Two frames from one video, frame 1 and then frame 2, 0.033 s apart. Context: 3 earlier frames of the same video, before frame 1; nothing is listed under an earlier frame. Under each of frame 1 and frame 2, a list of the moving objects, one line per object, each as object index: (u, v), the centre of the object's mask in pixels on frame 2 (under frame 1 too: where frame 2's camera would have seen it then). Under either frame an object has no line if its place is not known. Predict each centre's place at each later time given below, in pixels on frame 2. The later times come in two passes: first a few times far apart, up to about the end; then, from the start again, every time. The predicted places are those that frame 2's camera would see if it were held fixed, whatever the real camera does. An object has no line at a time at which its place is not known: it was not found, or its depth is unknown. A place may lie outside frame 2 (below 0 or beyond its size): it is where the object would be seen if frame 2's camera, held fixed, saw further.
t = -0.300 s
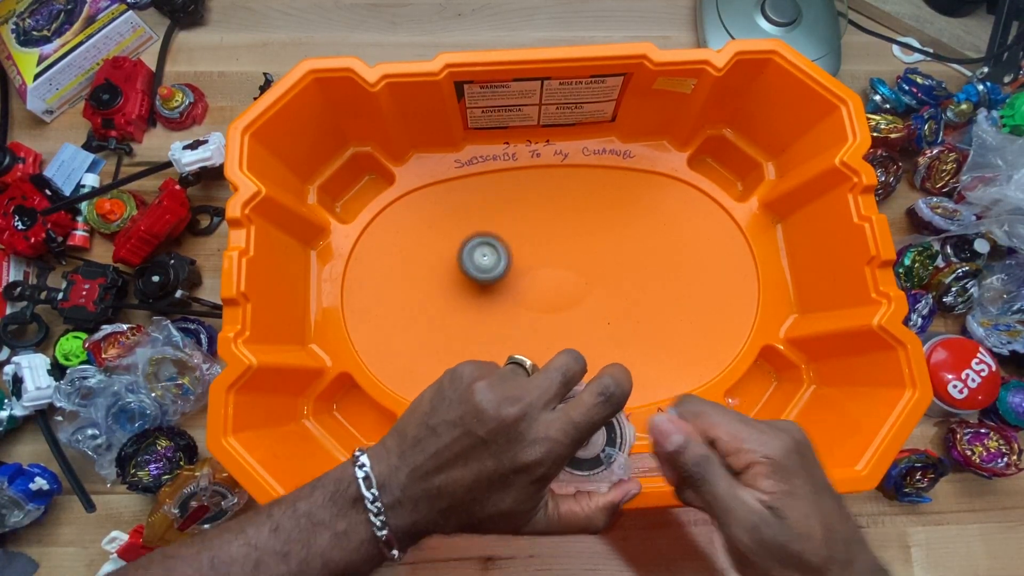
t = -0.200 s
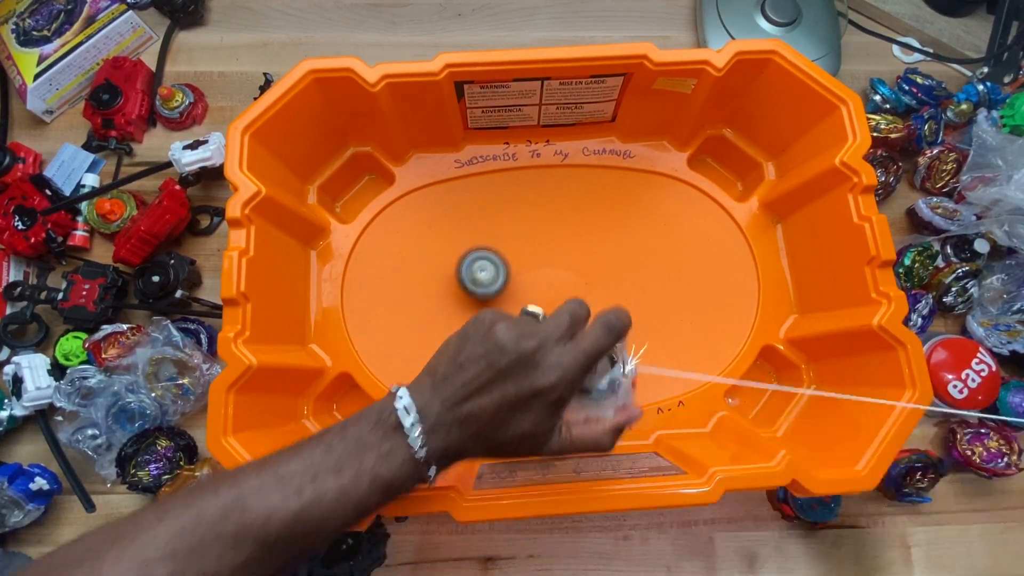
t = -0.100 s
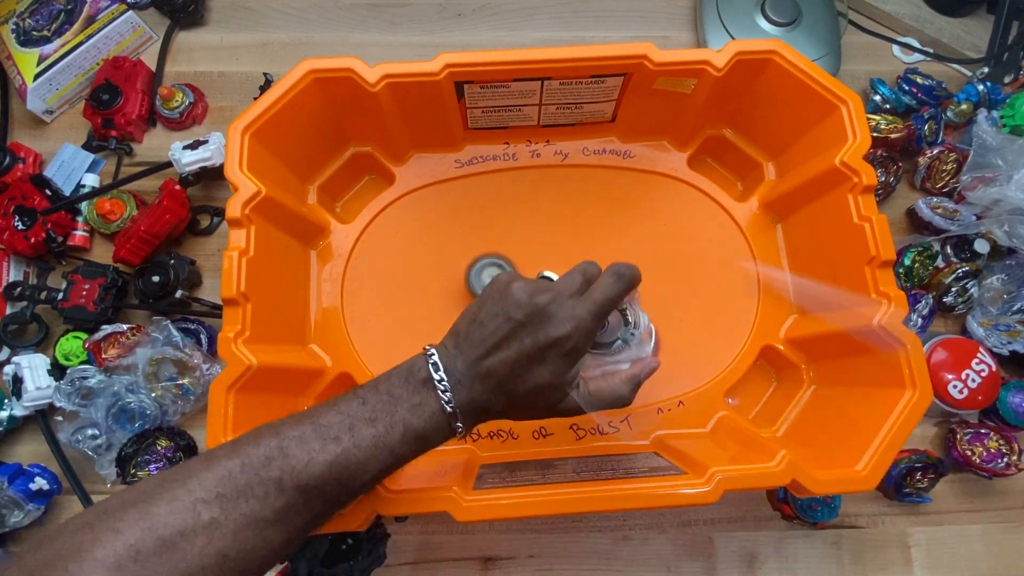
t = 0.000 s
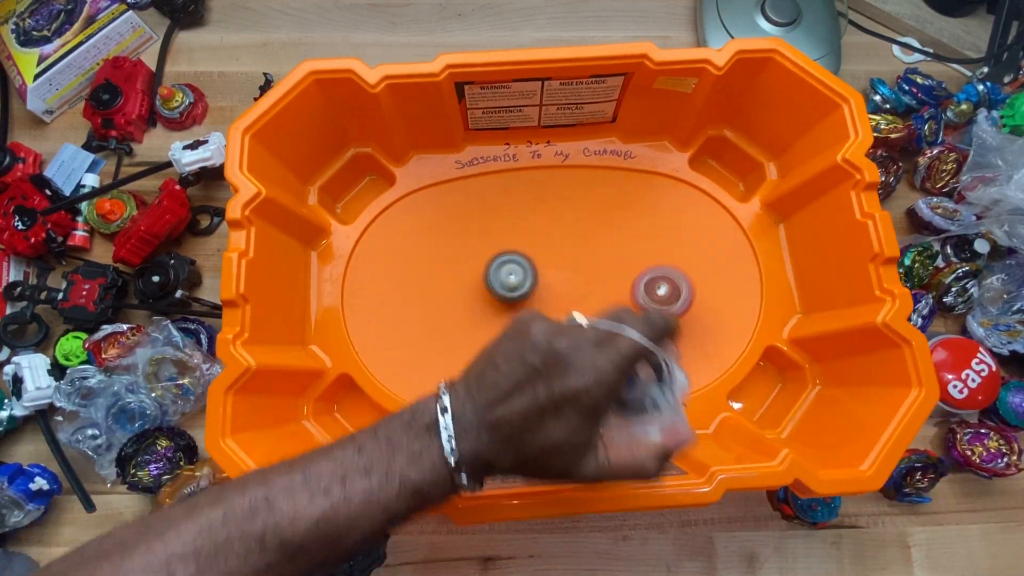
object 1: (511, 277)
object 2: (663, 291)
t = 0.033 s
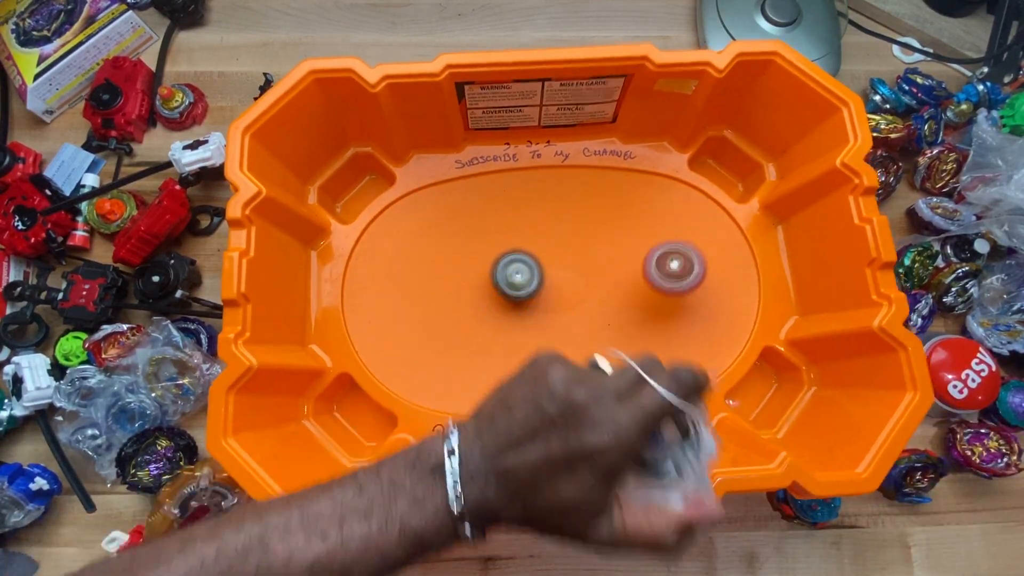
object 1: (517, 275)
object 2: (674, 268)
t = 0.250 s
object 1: (556, 249)
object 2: (710, 155)
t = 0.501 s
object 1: (568, 230)
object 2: (753, 162)
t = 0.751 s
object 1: (558, 237)
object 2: (742, 161)
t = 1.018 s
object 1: (578, 257)
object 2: (741, 156)
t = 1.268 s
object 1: (618, 258)
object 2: (727, 148)
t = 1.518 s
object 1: (621, 241)
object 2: (721, 144)
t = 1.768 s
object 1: (591, 249)
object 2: (718, 140)
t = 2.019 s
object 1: (592, 299)
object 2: (727, 143)
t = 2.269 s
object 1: (638, 302)
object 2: (738, 150)
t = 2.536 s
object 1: (627, 242)
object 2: (731, 145)
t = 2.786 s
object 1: (535, 247)
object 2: (719, 137)
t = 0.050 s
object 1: (520, 274)
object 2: (679, 256)
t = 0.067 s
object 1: (524, 273)
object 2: (682, 246)
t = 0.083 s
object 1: (527, 272)
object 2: (684, 237)
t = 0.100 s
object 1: (531, 271)
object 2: (686, 229)
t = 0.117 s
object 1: (534, 268)
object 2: (689, 219)
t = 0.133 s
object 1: (537, 267)
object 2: (695, 207)
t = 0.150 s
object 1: (540, 264)
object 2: (699, 196)
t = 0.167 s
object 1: (543, 262)
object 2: (701, 187)
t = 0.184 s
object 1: (546, 259)
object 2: (703, 178)
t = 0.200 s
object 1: (549, 257)
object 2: (703, 171)
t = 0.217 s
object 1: (551, 254)
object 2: (702, 166)
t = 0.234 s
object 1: (554, 252)
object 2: (704, 158)
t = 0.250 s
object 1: (556, 249)
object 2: (710, 155)
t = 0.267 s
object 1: (558, 247)
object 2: (715, 155)
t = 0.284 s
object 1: (560, 245)
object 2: (719, 156)
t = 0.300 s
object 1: (562, 243)
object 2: (723, 159)
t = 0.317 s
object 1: (563, 240)
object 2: (725, 163)
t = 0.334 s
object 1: (565, 239)
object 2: (730, 165)
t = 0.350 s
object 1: (566, 237)
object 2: (737, 163)
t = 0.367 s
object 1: (567, 235)
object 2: (743, 160)
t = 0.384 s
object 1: (568, 234)
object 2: (746, 164)
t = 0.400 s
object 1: (568, 233)
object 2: (751, 166)
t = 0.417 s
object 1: (569, 233)
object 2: (754, 169)
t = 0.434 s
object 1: (569, 232)
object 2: (752, 170)
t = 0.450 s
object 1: (569, 231)
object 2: (747, 173)
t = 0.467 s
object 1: (569, 230)
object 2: (748, 171)
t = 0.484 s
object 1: (569, 230)
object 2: (751, 166)
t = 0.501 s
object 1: (568, 230)
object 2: (753, 162)
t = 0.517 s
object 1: (569, 230)
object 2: (753, 160)
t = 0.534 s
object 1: (567, 230)
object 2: (753, 158)
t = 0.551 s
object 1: (567, 230)
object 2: (750, 159)
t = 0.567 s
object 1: (566, 230)
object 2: (746, 163)
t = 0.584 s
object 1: (566, 230)
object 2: (750, 158)
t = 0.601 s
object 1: (564, 231)
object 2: (752, 157)
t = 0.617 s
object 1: (564, 231)
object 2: (752, 157)
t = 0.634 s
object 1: (563, 232)
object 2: (751, 159)
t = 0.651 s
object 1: (562, 233)
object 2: (748, 162)
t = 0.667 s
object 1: (561, 233)
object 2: (747, 162)
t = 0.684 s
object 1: (561, 234)
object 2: (748, 162)
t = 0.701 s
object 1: (560, 235)
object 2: (748, 161)
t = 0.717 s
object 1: (559, 235)
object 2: (747, 161)
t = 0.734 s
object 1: (559, 236)
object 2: (744, 163)
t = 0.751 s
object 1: (558, 237)
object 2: (742, 161)
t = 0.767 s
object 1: (558, 238)
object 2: (741, 159)
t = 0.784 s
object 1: (558, 239)
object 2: (739, 158)
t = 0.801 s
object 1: (558, 240)
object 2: (737, 156)
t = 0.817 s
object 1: (558, 242)
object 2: (735, 155)
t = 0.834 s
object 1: (559, 243)
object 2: (733, 153)
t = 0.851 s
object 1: (560, 245)
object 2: (731, 150)
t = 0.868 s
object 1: (561, 245)
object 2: (728, 149)
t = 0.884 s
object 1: (562, 247)
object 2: (730, 148)
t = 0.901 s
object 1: (564, 248)
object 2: (733, 149)
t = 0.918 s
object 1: (565, 249)
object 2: (733, 152)
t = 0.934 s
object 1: (567, 251)
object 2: (736, 152)
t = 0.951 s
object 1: (569, 252)
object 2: (737, 152)
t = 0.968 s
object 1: (571, 254)
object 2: (739, 154)
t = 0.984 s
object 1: (573, 255)
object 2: (739, 156)
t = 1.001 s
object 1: (575, 256)
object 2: (742, 156)
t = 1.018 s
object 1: (578, 257)
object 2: (741, 156)
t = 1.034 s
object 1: (581, 258)
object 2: (739, 156)
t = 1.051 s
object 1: (584, 258)
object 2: (739, 156)
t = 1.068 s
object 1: (588, 259)
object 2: (738, 155)
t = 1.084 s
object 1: (591, 259)
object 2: (737, 154)
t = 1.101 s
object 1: (594, 259)
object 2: (736, 154)
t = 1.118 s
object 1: (597, 260)
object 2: (735, 154)
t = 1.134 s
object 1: (600, 260)
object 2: (734, 153)
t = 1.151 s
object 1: (603, 260)
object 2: (734, 152)
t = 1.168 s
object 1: (605, 260)
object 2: (734, 151)
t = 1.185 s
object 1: (608, 260)
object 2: (733, 151)
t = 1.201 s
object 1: (610, 260)
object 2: (731, 151)
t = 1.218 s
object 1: (612, 259)
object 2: (730, 150)
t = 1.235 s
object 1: (614, 259)
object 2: (730, 148)
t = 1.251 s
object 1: (616, 259)
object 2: (728, 148)
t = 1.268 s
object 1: (618, 258)
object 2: (727, 148)
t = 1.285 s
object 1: (619, 257)
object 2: (724, 147)
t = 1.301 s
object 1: (621, 256)
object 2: (722, 146)
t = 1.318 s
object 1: (622, 255)
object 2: (721, 144)
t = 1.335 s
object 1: (622, 254)
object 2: (722, 143)
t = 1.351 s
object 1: (624, 253)
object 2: (722, 144)
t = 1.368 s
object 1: (624, 252)
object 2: (722, 146)
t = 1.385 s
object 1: (625, 250)
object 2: (722, 145)
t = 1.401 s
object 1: (625, 249)
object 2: (722, 144)
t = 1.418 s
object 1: (624, 248)
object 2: (721, 144)
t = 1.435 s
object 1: (624, 247)
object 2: (720, 144)
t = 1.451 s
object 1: (624, 246)
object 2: (720, 143)
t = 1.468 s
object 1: (623, 244)
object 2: (720, 143)
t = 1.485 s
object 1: (623, 243)
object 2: (720, 144)
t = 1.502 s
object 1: (622, 242)
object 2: (721, 144)
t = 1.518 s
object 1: (621, 241)
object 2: (721, 144)
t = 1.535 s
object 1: (619, 240)
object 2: (721, 144)
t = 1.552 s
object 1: (618, 239)
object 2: (722, 143)
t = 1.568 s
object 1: (617, 238)
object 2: (721, 143)
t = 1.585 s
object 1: (615, 238)
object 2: (721, 143)
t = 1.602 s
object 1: (613, 237)
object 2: (720, 143)
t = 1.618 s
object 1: (611, 237)
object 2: (719, 142)
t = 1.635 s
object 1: (609, 237)
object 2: (719, 142)
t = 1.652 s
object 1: (607, 237)
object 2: (719, 142)
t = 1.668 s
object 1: (604, 238)
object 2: (719, 141)
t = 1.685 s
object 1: (602, 239)
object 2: (719, 141)
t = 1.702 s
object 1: (600, 239)
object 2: (718, 140)
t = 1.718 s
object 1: (597, 242)
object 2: (718, 140)
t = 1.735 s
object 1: (595, 244)
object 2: (718, 141)
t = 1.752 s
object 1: (593, 246)
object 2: (718, 140)
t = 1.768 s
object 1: (591, 249)
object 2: (718, 140)
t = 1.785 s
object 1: (588, 251)
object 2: (718, 140)
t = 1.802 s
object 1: (587, 255)
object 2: (719, 140)
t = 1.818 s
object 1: (585, 259)
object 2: (721, 139)
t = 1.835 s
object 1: (583, 261)
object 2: (721, 139)
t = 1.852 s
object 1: (582, 265)
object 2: (721, 139)
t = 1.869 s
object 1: (582, 269)
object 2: (721, 140)
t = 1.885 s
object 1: (582, 272)
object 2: (719, 140)
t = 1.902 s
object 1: (582, 275)
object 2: (719, 138)
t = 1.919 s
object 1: (583, 279)
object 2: (718, 138)
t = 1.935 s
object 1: (584, 282)
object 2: (718, 138)
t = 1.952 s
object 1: (585, 286)
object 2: (720, 139)
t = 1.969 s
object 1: (586, 290)
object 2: (722, 139)
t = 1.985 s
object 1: (588, 292)
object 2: (725, 139)
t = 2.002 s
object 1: (590, 296)
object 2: (726, 142)
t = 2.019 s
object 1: (592, 299)
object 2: (727, 143)
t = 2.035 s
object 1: (595, 301)
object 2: (729, 142)
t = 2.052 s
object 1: (598, 303)
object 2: (730, 143)
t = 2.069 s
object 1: (600, 306)
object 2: (730, 145)
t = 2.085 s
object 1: (603, 307)
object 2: (731, 145)
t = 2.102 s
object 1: (606, 308)
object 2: (732, 145)
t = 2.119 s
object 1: (610, 309)
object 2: (733, 146)
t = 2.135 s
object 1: (613, 310)
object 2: (733, 147)
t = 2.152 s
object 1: (616, 310)
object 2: (734, 147)
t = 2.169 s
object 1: (620, 310)
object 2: (735, 148)
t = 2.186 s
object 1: (623, 310)
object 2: (736, 150)
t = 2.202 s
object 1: (626, 308)
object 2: (738, 150)
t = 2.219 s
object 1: (629, 307)
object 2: (738, 151)
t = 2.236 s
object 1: (632, 306)
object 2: (738, 151)
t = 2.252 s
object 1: (635, 304)
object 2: (738, 150)
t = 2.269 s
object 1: (638, 302)
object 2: (738, 150)
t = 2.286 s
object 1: (640, 299)
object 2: (737, 150)
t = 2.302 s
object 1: (642, 297)
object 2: (736, 150)
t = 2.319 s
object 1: (644, 293)
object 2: (737, 150)
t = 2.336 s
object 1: (646, 290)
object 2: (736, 151)
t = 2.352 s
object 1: (647, 287)
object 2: (737, 151)
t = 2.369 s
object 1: (648, 283)
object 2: (737, 151)
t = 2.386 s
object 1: (648, 279)
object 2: (739, 152)
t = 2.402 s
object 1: (648, 275)
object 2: (740, 153)
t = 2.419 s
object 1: (647, 271)
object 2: (740, 152)
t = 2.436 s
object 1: (646, 265)
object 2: (739, 153)
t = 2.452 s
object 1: (644, 261)
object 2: (738, 152)
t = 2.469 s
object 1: (642, 257)
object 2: (737, 150)
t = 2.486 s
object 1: (638, 253)
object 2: (735, 150)
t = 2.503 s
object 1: (635, 249)
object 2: (733, 148)
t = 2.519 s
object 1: (631, 246)
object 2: (732, 146)
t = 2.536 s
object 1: (627, 242)
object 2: (731, 145)
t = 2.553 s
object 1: (622, 239)
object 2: (729, 145)
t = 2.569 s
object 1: (617, 236)
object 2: (727, 143)
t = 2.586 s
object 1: (611, 234)
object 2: (725, 142)
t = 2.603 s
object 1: (605, 233)
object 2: (723, 140)
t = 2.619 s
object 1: (599, 231)
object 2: (720, 139)
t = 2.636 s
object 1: (592, 231)
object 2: (718, 138)
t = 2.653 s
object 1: (586, 231)
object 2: (717, 136)
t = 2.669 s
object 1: (579, 231)
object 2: (716, 137)
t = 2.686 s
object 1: (573, 231)
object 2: (717, 137)
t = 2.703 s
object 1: (566, 233)
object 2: (718, 136)
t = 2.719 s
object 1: (560, 236)
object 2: (720, 136)
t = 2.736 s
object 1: (553, 238)
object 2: (721, 136)
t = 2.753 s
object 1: (547, 240)
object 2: (720, 136)
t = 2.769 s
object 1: (541, 243)
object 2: (720, 137)
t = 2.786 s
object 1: (535, 247)
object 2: (719, 137)
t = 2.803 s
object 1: (529, 251)
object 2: (720, 135)
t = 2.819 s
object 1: (524, 254)
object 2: (720, 136)
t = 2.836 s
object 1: (519, 259)
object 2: (718, 136)
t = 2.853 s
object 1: (515, 264)
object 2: (718, 133)
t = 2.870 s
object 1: (510, 269)
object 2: (720, 132)
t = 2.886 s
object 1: (507, 273)
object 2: (719, 132)
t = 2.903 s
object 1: (504, 278)
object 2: (718, 132)
